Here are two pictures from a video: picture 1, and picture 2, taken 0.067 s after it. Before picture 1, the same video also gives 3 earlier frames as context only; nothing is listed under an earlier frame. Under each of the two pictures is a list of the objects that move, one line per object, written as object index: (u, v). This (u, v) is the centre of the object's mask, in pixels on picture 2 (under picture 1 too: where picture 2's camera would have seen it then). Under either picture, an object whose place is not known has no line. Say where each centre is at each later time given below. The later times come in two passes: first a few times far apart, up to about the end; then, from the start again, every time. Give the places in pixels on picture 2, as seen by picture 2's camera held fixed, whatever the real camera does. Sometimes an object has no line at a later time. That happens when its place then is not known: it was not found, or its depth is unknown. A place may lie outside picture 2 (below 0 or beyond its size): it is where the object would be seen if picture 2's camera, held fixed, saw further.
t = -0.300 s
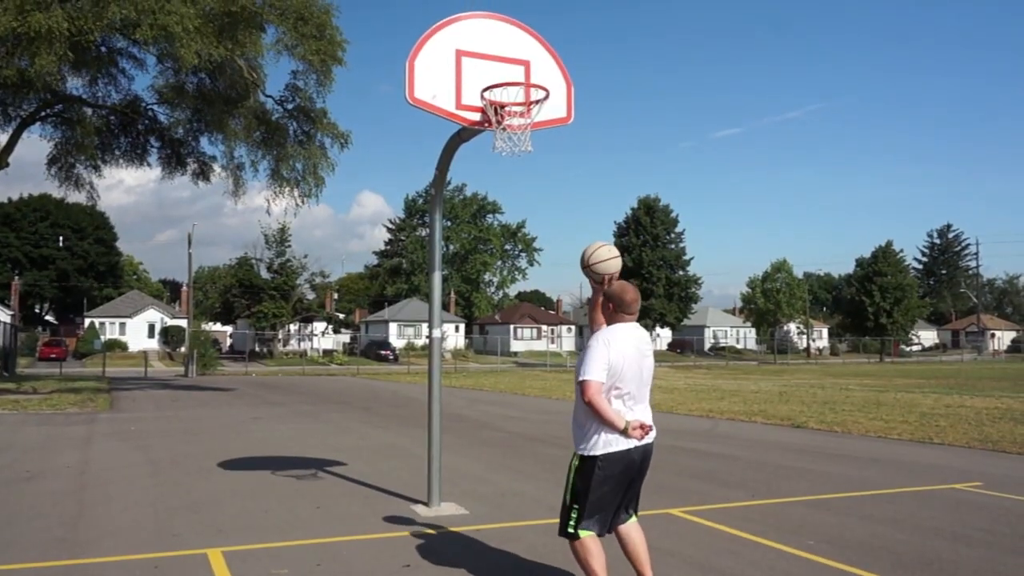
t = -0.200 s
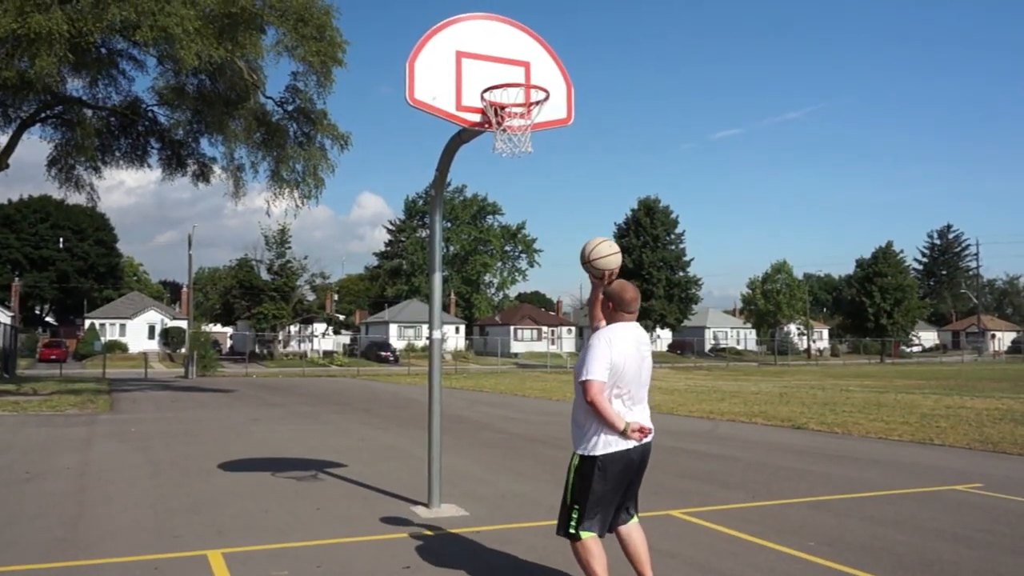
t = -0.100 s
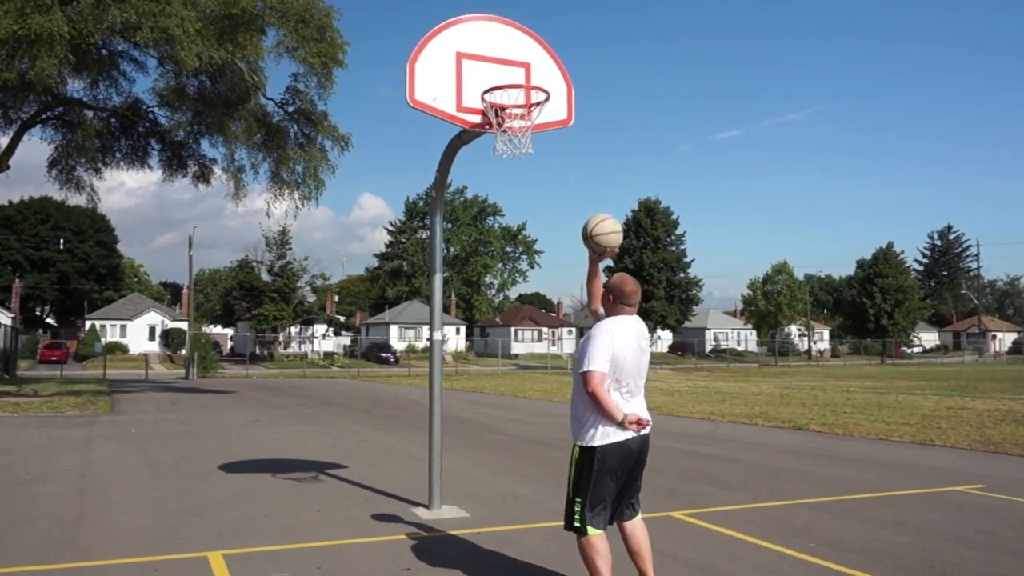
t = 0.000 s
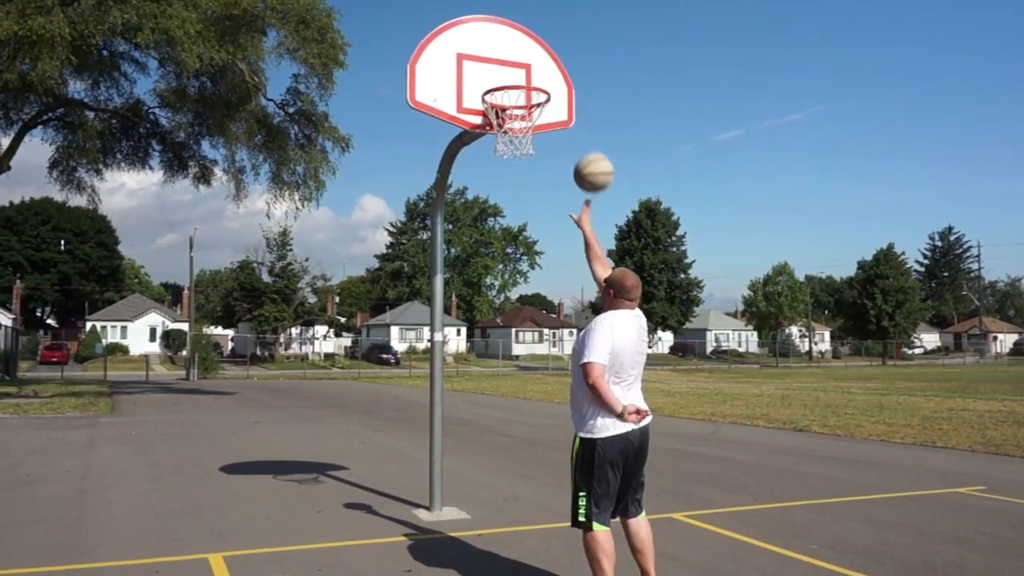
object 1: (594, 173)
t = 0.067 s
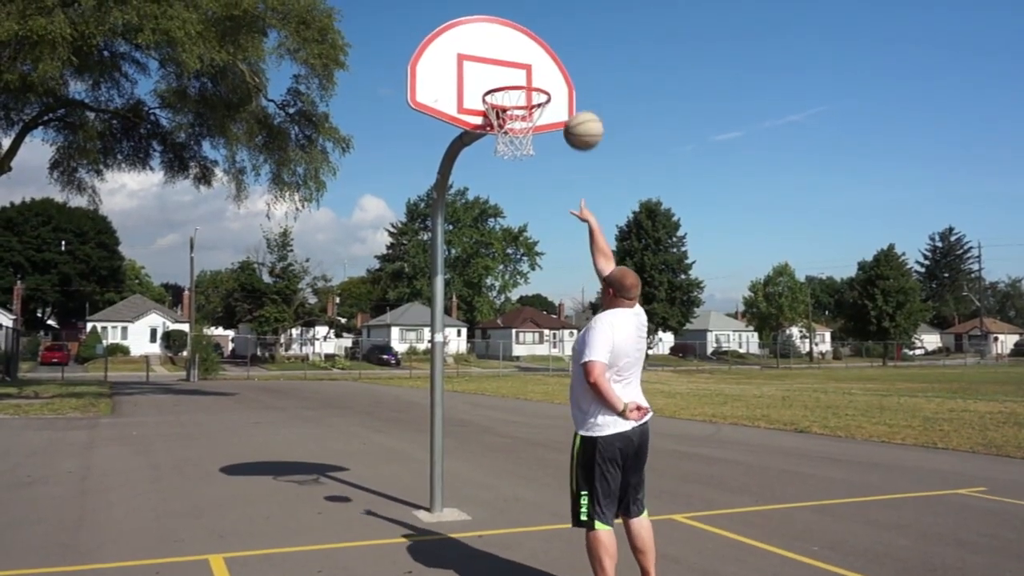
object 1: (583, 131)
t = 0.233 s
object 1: (560, 62)
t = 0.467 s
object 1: (530, 39)
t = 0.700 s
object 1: (502, 90)
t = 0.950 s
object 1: (506, 59)
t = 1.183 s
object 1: (509, 104)
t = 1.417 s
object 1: (512, 212)
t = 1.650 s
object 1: (518, 400)
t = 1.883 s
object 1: (528, 474)
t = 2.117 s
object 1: (545, 337)
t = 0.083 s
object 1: (581, 122)
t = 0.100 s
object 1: (579, 113)
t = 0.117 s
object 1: (576, 105)
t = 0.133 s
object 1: (574, 97)
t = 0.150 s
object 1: (571, 90)
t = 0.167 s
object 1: (569, 83)
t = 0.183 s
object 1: (567, 77)
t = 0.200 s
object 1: (564, 72)
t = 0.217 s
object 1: (562, 66)
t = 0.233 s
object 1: (560, 62)
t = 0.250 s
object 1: (557, 57)
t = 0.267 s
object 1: (555, 53)
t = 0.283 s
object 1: (553, 50)
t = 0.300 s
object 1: (551, 47)
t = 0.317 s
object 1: (549, 44)
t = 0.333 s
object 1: (547, 42)
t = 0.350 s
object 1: (544, 41)
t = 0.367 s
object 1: (542, 39)
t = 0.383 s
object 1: (540, 38)
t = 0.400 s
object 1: (538, 38)
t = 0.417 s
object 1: (536, 37)
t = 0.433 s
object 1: (534, 38)
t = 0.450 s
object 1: (532, 38)
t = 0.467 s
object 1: (530, 39)
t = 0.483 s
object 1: (528, 41)
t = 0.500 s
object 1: (526, 43)
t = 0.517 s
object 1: (523, 44)
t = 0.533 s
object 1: (522, 47)
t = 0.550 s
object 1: (519, 50)
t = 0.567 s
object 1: (517, 53)
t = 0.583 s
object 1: (515, 57)
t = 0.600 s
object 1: (514, 61)
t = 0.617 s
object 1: (512, 65)
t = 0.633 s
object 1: (510, 69)
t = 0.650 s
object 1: (508, 73)
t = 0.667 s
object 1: (506, 76)
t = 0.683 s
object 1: (504, 85)
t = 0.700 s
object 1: (502, 90)
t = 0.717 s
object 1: (503, 86)
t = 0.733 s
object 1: (503, 78)
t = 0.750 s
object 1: (503, 76)
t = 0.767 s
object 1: (504, 74)
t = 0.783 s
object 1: (505, 71)
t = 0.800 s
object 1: (504, 69)
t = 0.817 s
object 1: (504, 67)
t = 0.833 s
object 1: (504, 64)
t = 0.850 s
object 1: (505, 63)
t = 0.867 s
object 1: (505, 61)
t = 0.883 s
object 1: (505, 60)
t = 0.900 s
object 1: (505, 59)
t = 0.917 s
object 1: (506, 59)
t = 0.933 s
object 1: (506, 59)
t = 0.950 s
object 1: (506, 59)
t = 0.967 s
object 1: (506, 60)
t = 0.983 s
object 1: (506, 61)
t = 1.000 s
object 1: (507, 62)
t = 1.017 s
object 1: (507, 64)
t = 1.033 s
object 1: (507, 66)
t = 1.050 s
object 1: (508, 69)
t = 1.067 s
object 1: (508, 71)
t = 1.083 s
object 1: (508, 74)
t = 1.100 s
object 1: (508, 76)
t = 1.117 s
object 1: (508, 81)
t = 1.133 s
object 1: (508, 87)
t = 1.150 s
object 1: (508, 93)
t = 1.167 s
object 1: (509, 101)
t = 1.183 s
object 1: (509, 104)
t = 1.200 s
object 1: (509, 107)
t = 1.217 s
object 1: (508, 114)
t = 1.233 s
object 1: (508, 120)
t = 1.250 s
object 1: (509, 129)
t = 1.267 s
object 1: (508, 135)
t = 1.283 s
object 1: (509, 142)
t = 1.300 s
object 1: (509, 150)
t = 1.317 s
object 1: (510, 159)
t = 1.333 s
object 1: (510, 167)
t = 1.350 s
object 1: (510, 174)
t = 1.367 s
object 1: (511, 183)
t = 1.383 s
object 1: (511, 192)
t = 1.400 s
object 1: (511, 202)
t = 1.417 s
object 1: (512, 212)
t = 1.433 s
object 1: (512, 222)
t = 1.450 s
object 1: (514, 233)
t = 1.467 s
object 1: (513, 245)
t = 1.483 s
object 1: (513, 257)
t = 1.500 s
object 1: (514, 269)
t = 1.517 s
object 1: (514, 282)
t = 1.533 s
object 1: (515, 294)
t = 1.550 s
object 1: (515, 309)
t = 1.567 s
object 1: (516, 321)
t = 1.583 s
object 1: (516, 336)
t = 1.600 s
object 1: (516, 352)
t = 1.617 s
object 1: (516, 369)
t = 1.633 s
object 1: (518, 384)
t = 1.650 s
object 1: (518, 400)
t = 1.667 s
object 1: (518, 417)
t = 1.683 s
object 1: (519, 434)
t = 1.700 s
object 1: (519, 451)
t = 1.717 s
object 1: (520, 470)
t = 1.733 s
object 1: (519, 489)
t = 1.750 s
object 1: (520, 508)
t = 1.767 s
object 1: (520, 527)
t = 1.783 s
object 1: (521, 548)
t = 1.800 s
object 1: (522, 542)
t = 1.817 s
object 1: (523, 527)
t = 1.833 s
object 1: (524, 513)
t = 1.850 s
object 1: (526, 499)
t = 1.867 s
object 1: (527, 486)
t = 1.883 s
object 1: (528, 474)
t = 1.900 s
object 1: (530, 461)
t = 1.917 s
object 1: (531, 449)
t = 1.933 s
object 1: (533, 438)
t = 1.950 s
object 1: (534, 427)
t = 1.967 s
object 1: (535, 416)
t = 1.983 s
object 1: (537, 406)
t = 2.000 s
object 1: (538, 396)
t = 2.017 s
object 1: (538, 387)
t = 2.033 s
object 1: (538, 377)
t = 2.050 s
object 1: (539, 369)
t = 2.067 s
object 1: (540, 360)
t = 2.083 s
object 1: (542, 352)
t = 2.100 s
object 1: (544, 344)
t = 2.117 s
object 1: (545, 337)
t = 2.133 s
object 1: (546, 331)
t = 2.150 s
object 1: (548, 325)
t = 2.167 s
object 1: (549, 319)
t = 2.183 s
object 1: (549, 314)
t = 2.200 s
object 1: (550, 308)
